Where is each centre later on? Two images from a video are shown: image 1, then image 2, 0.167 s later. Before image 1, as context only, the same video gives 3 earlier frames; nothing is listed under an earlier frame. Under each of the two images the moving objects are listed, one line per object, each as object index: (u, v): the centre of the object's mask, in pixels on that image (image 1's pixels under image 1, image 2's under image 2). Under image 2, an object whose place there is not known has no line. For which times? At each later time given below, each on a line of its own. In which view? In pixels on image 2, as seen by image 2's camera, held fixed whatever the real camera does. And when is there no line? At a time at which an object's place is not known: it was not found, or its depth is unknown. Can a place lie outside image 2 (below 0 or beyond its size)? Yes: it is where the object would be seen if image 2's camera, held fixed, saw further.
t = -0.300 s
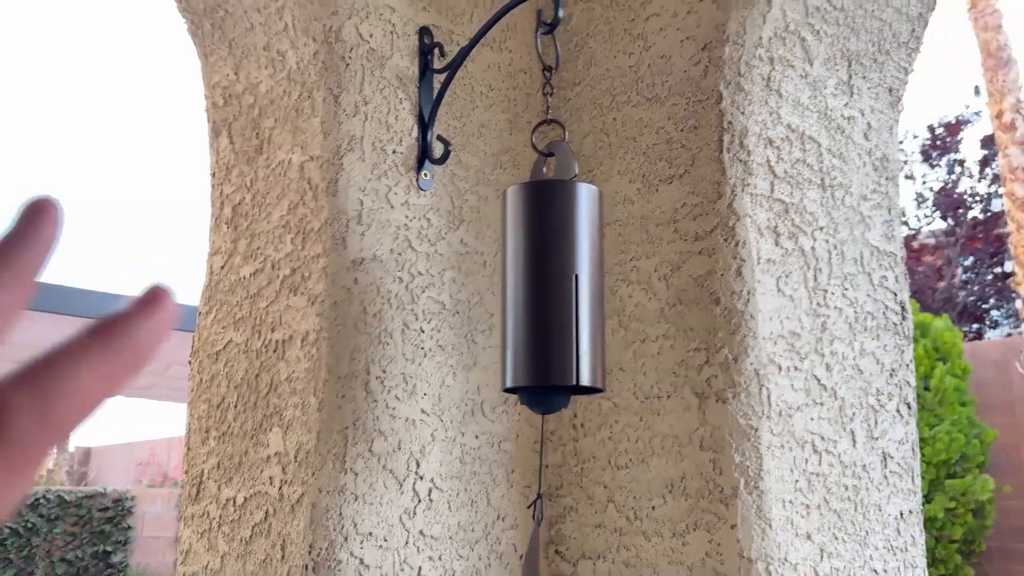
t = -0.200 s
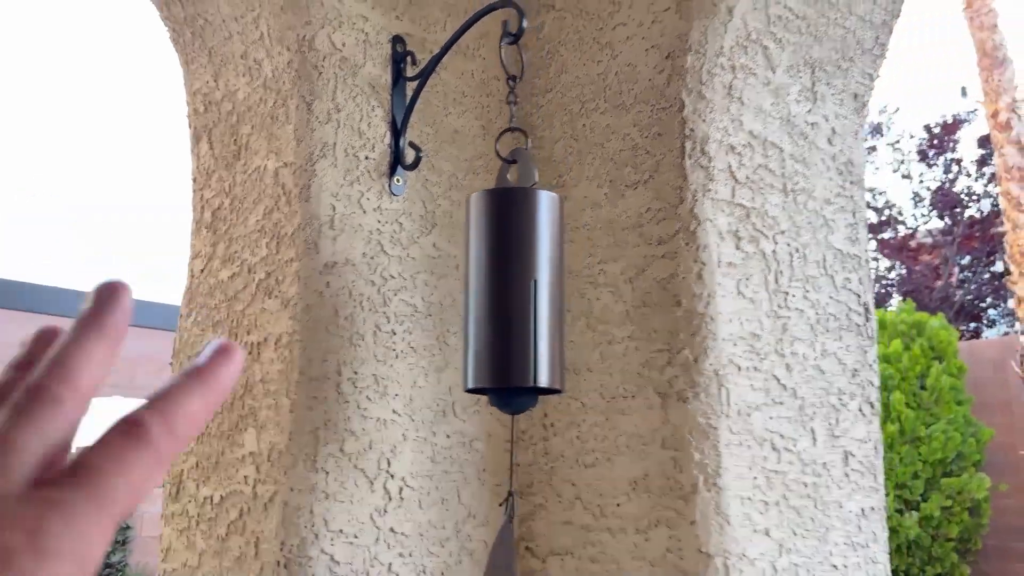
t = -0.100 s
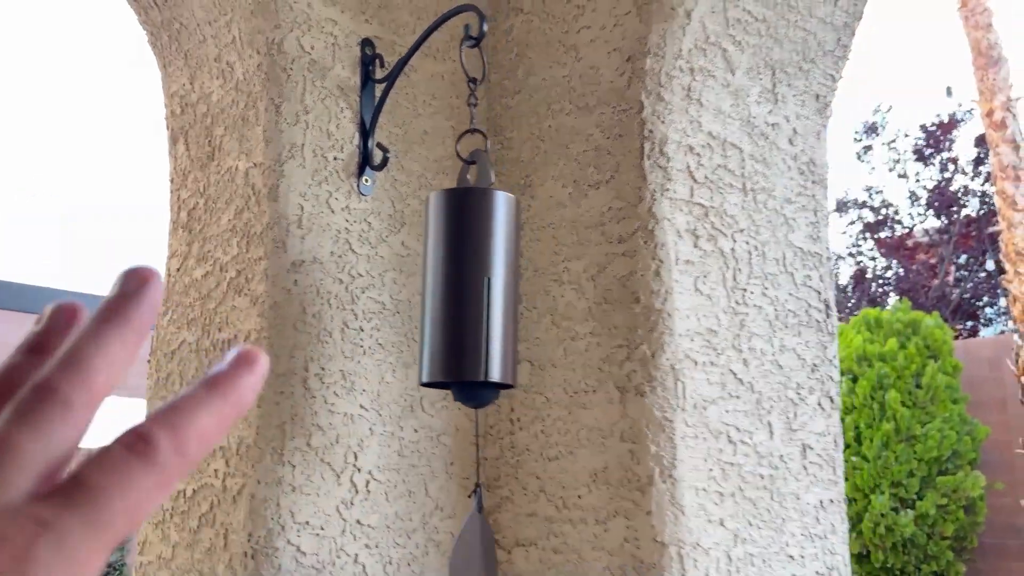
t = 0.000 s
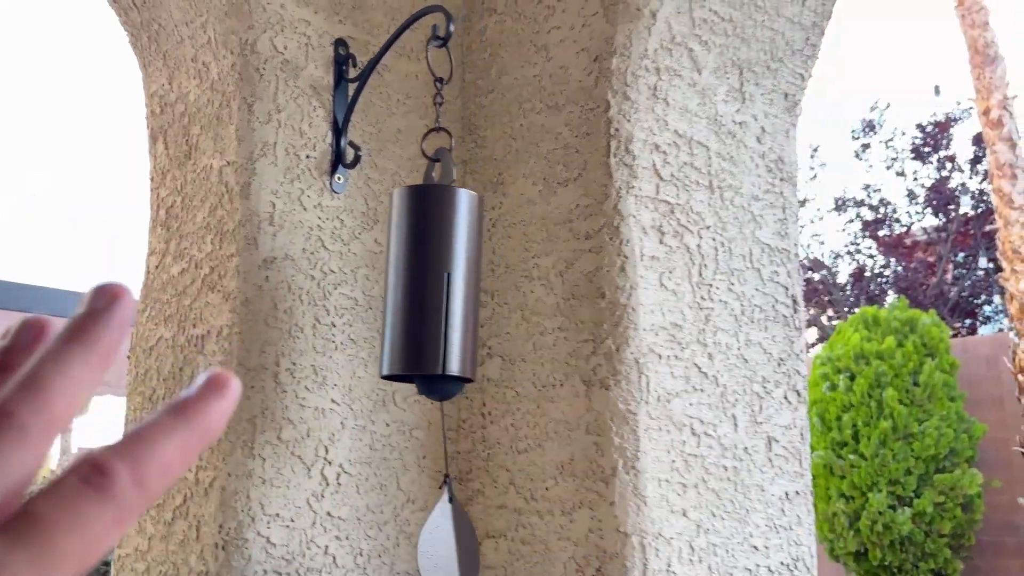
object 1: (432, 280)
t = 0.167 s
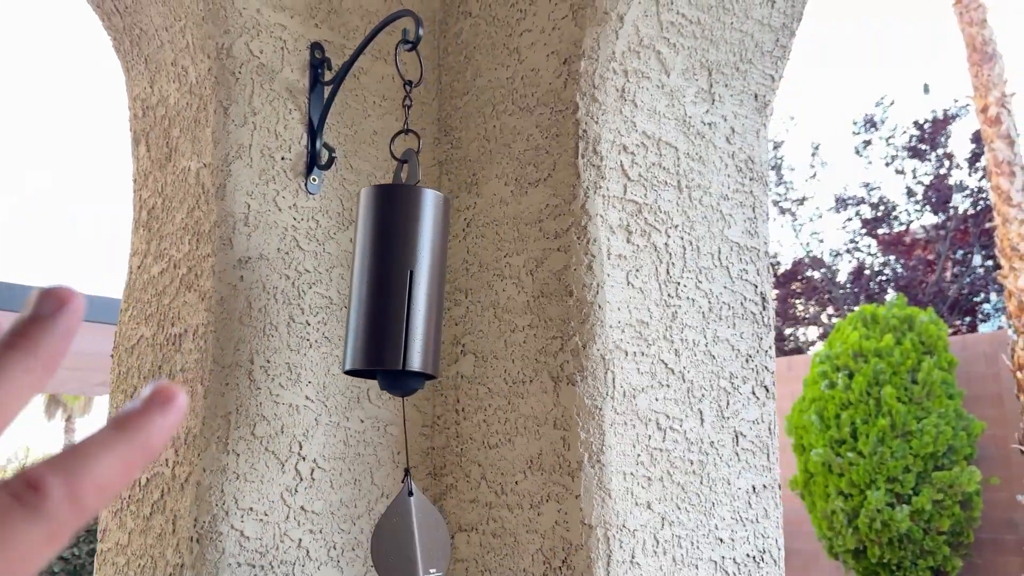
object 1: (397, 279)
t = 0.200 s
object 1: (397, 279)
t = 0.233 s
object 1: (397, 279)
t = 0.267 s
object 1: (398, 279)
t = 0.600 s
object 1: (407, 279)
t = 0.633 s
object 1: (407, 279)
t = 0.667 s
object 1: (407, 279)
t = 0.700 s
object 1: (407, 279)
